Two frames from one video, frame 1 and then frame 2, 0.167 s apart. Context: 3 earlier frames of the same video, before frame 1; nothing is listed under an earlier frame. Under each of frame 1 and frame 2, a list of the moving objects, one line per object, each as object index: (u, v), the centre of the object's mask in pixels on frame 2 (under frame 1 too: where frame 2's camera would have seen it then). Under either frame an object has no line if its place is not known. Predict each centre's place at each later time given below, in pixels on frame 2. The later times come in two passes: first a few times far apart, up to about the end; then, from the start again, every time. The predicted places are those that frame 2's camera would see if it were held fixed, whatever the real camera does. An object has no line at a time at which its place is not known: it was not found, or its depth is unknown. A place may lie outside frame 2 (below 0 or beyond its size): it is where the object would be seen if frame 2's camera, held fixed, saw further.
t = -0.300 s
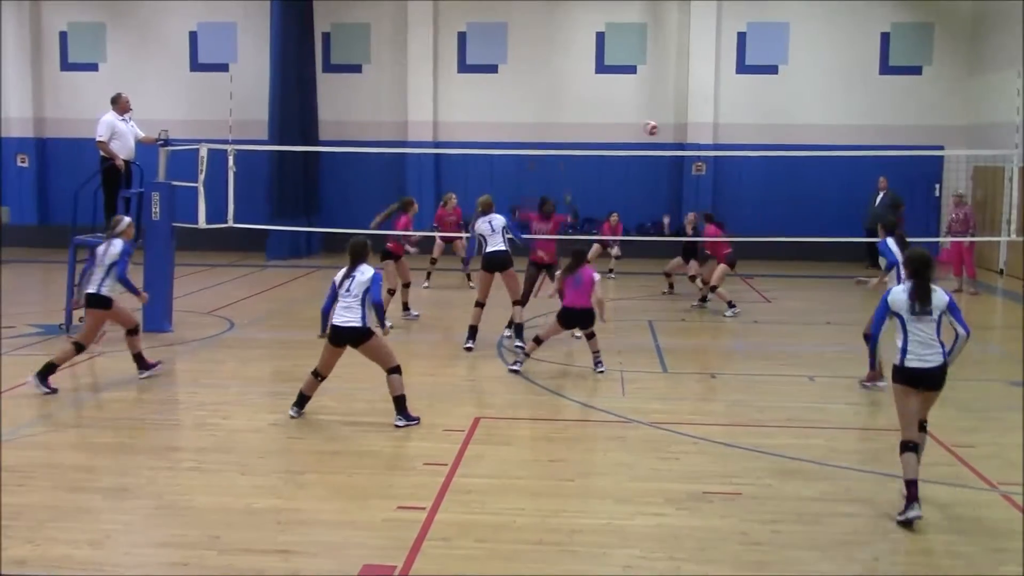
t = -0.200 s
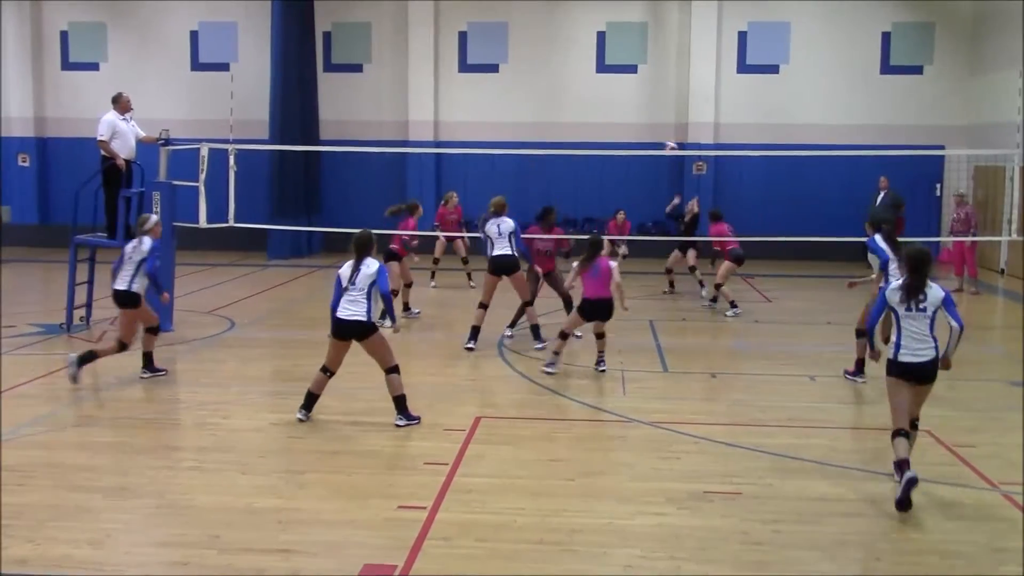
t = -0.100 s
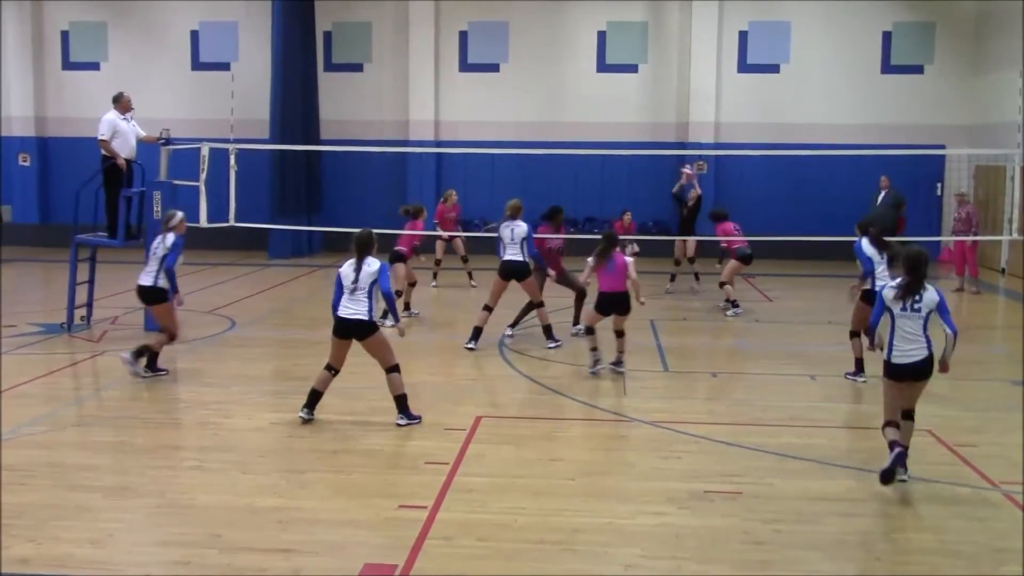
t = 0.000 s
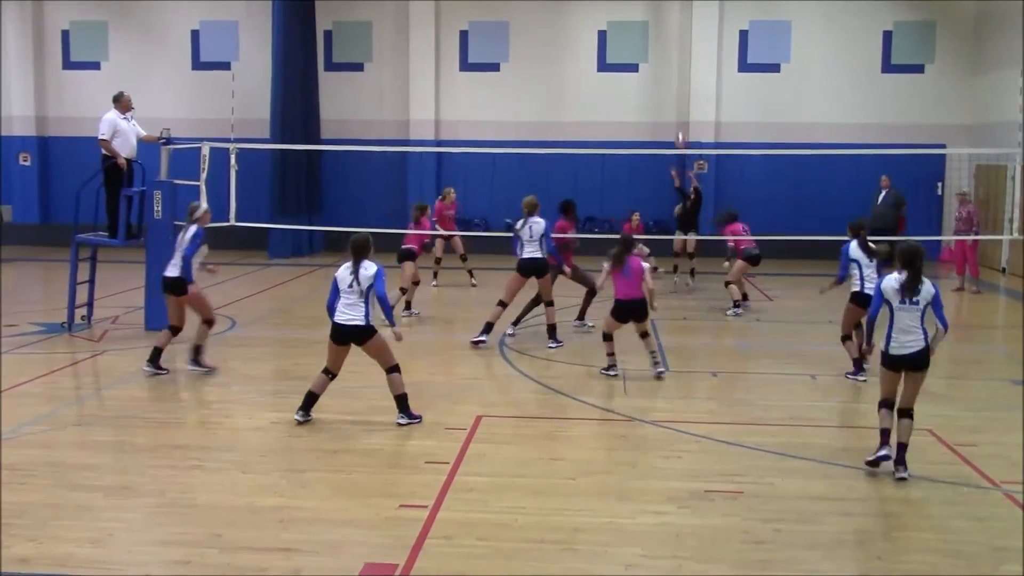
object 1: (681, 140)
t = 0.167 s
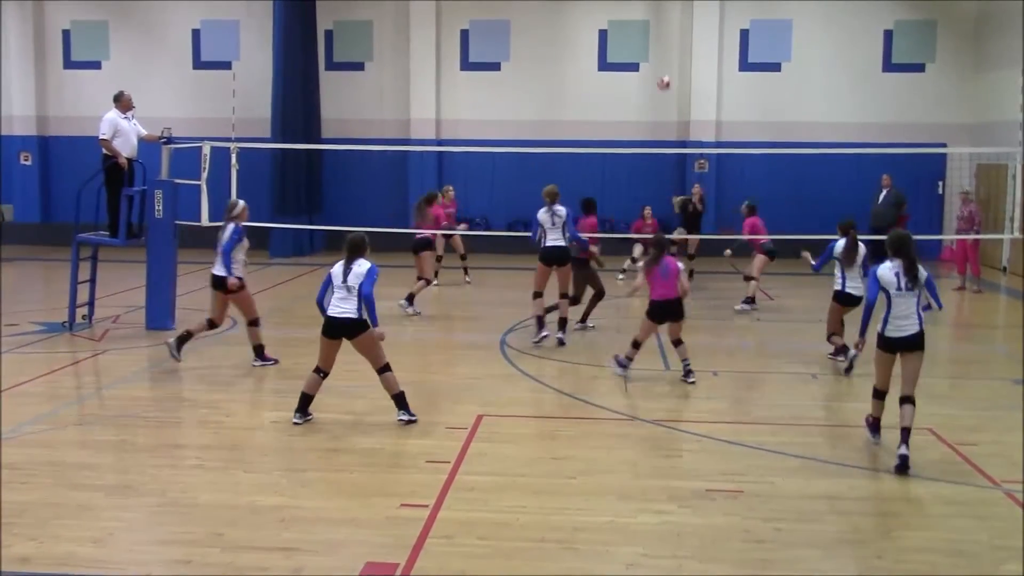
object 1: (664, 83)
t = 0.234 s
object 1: (656, 64)
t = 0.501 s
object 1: (626, 17)
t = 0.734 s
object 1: (596, 15)
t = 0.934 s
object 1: (570, 44)
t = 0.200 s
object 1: (660, 74)
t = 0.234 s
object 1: (656, 64)
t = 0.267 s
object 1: (653, 56)
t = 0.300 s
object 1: (650, 47)
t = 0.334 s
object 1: (646, 41)
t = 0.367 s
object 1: (641, 35)
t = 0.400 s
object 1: (638, 29)
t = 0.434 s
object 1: (633, 25)
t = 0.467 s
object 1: (630, 20)
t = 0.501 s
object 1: (626, 17)
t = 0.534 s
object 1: (621, 14)
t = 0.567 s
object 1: (618, 12)
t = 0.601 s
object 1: (614, 11)
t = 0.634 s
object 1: (609, 11)
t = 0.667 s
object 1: (605, 11)
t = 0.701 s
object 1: (600, 13)
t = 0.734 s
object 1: (596, 15)
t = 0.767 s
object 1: (592, 17)
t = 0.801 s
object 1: (587, 21)
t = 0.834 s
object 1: (583, 25)
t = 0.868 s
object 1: (578, 31)
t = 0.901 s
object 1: (574, 37)
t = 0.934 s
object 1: (570, 44)
